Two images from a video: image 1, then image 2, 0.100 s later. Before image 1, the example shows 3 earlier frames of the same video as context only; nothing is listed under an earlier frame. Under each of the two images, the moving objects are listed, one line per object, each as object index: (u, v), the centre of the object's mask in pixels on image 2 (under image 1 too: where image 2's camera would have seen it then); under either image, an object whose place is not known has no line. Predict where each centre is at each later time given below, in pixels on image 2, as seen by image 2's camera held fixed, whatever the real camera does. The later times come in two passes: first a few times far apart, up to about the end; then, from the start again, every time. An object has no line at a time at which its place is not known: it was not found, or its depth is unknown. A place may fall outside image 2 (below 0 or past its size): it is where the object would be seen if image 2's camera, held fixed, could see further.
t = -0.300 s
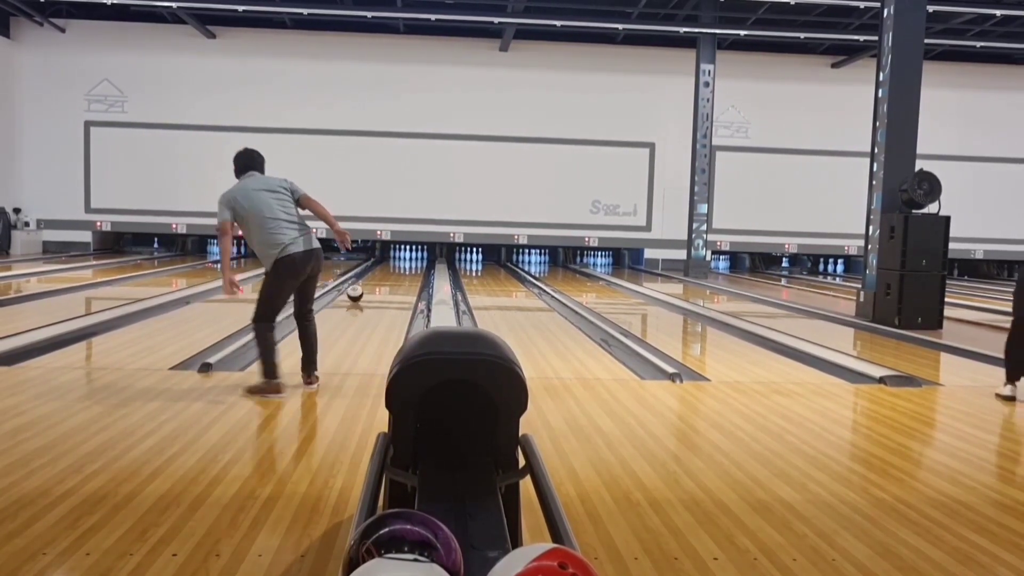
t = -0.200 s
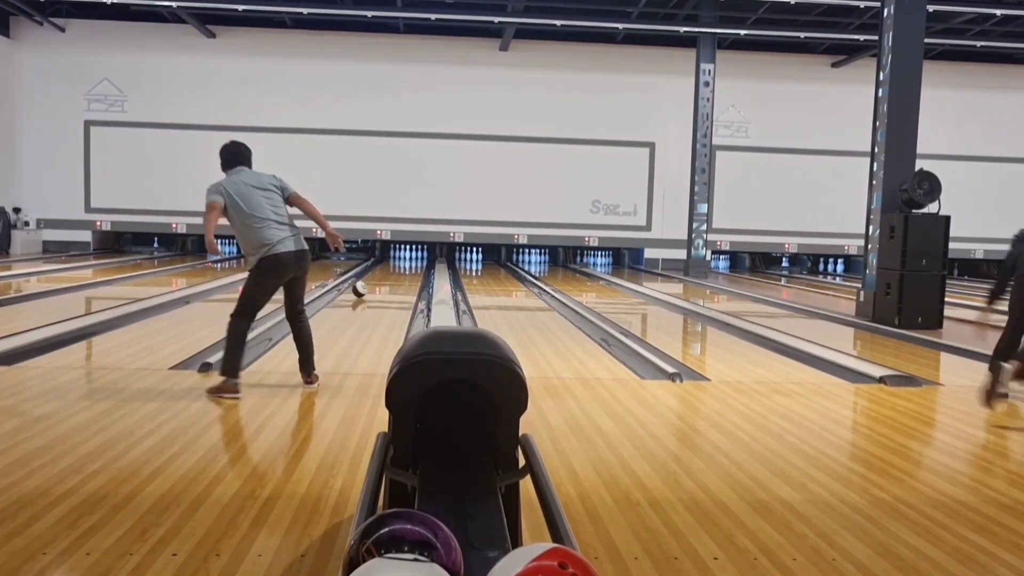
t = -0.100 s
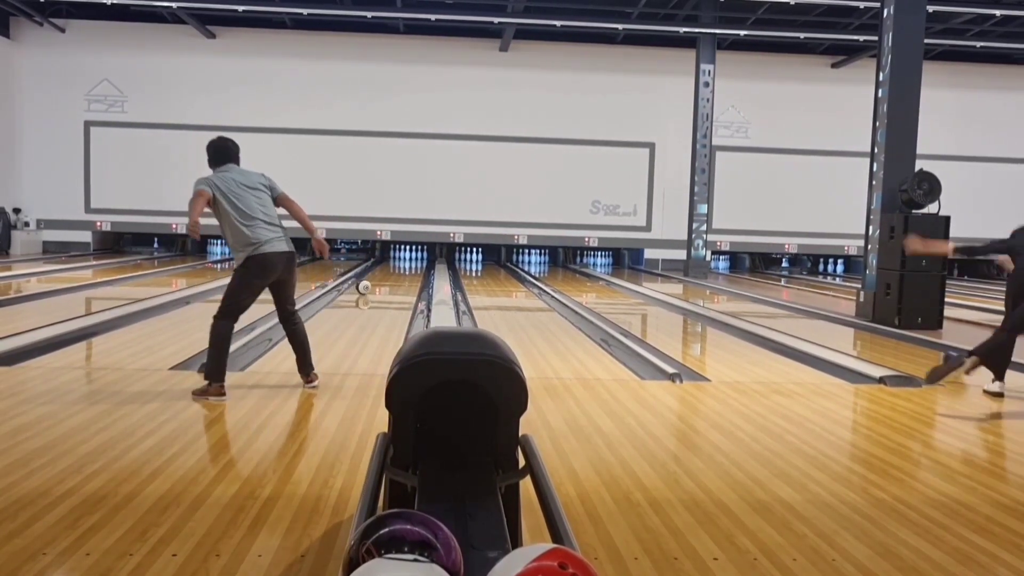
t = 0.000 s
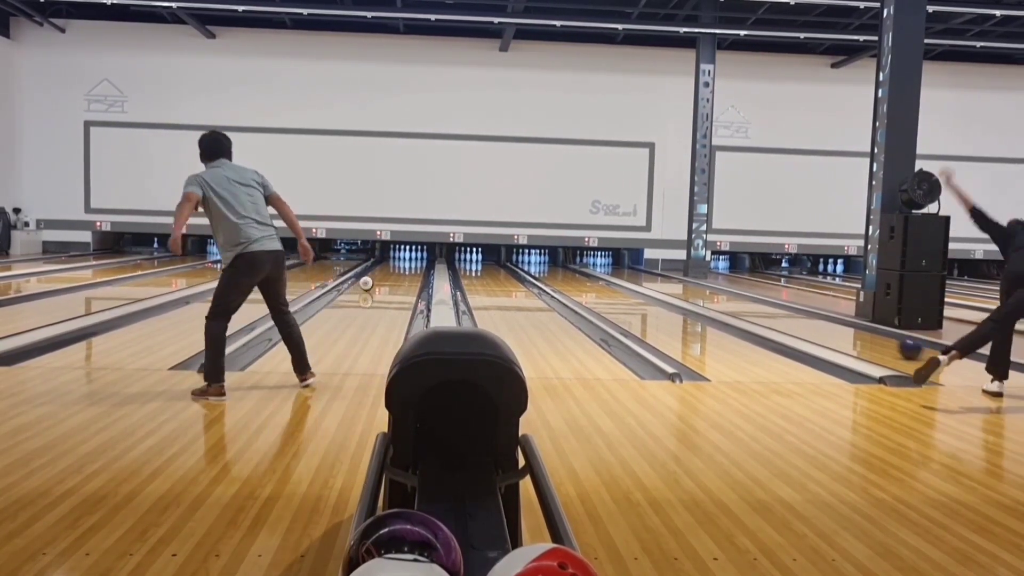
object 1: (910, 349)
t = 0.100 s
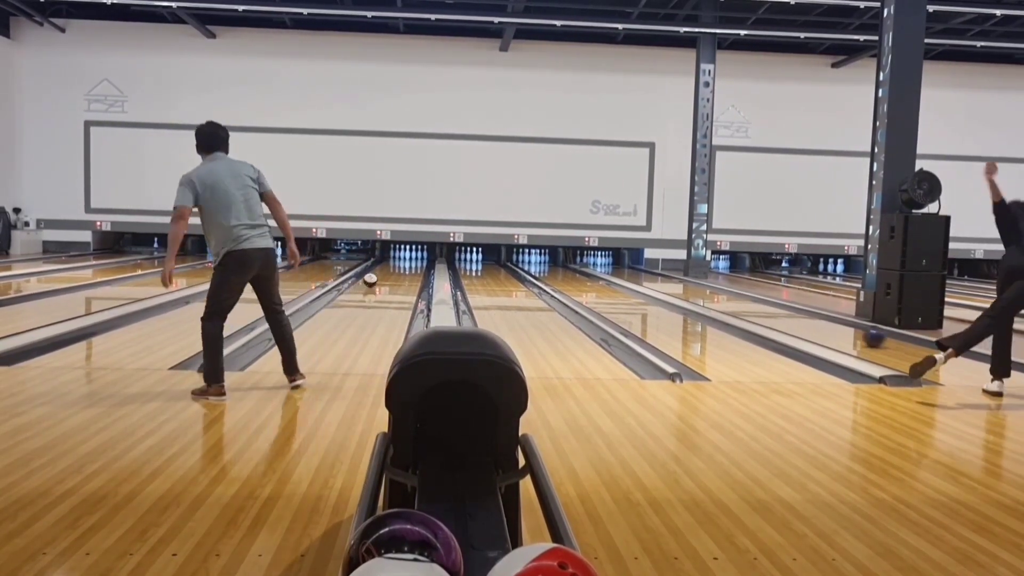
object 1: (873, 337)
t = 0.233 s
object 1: (834, 325)
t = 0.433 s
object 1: (787, 311)
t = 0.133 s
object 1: (863, 333)
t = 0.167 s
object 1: (853, 330)
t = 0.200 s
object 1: (843, 328)
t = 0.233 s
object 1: (834, 325)
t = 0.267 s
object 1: (825, 322)
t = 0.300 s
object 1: (817, 319)
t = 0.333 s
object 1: (809, 317)
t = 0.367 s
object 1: (801, 315)
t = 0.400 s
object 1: (794, 313)
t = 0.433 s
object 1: (787, 311)
